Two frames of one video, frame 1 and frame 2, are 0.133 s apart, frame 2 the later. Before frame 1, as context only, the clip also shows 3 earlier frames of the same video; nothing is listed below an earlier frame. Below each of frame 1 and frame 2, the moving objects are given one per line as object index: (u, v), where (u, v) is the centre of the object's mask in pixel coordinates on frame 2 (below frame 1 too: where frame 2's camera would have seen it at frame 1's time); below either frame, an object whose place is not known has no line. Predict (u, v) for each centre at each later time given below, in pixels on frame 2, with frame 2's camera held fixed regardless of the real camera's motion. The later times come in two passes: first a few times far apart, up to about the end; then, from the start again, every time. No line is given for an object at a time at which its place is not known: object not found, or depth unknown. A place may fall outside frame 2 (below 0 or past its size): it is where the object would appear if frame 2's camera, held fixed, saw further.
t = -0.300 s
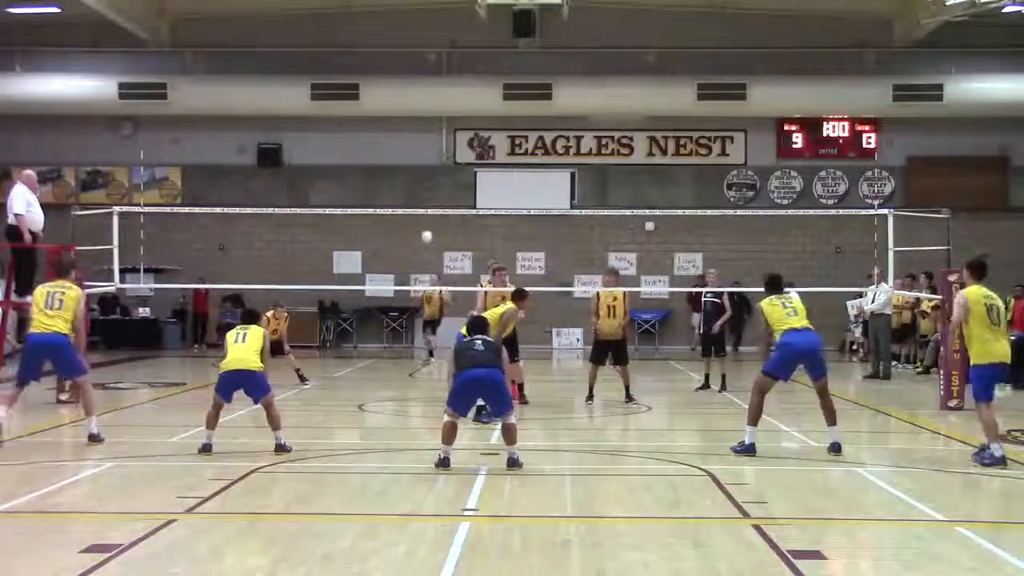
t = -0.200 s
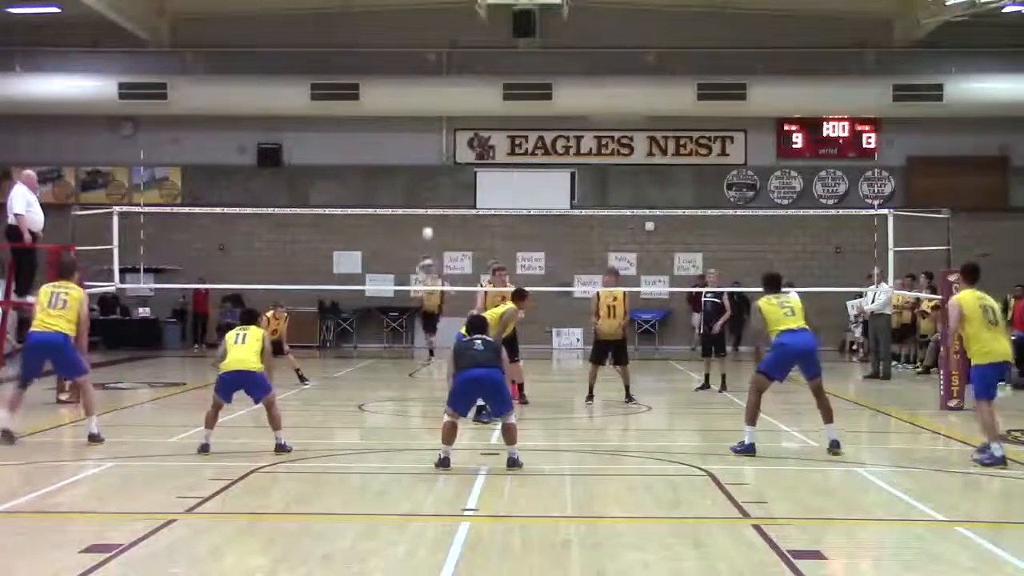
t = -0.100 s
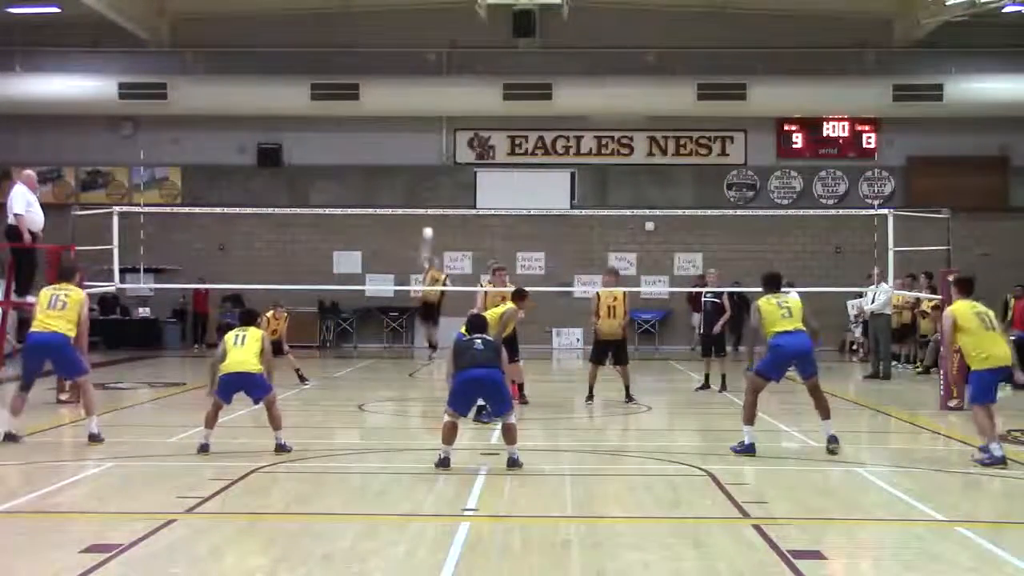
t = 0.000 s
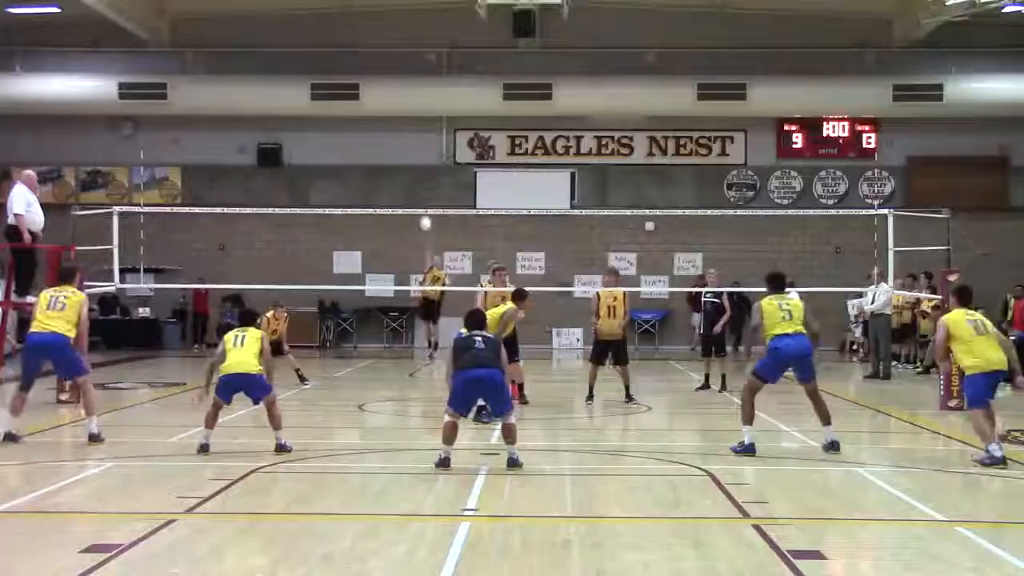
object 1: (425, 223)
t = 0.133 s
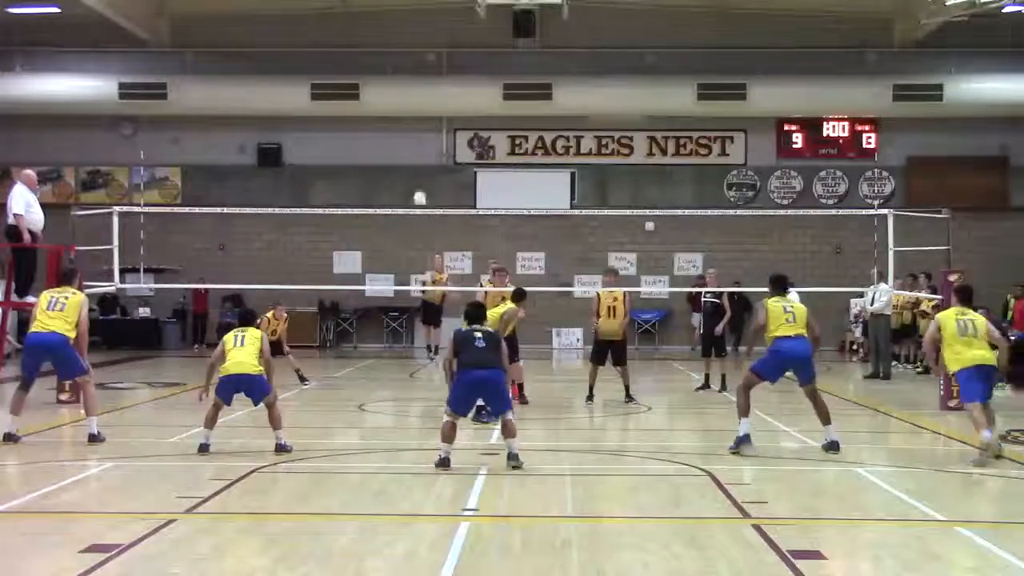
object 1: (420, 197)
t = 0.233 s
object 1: (416, 181)
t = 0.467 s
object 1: (404, 154)
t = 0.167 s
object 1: (418, 192)
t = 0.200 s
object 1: (417, 186)
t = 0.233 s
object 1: (416, 181)
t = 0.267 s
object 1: (414, 175)
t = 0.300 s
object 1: (412, 170)
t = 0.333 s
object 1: (411, 166)
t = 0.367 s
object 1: (410, 163)
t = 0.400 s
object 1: (408, 160)
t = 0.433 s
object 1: (406, 157)
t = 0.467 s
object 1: (404, 154)
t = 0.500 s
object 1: (401, 153)
